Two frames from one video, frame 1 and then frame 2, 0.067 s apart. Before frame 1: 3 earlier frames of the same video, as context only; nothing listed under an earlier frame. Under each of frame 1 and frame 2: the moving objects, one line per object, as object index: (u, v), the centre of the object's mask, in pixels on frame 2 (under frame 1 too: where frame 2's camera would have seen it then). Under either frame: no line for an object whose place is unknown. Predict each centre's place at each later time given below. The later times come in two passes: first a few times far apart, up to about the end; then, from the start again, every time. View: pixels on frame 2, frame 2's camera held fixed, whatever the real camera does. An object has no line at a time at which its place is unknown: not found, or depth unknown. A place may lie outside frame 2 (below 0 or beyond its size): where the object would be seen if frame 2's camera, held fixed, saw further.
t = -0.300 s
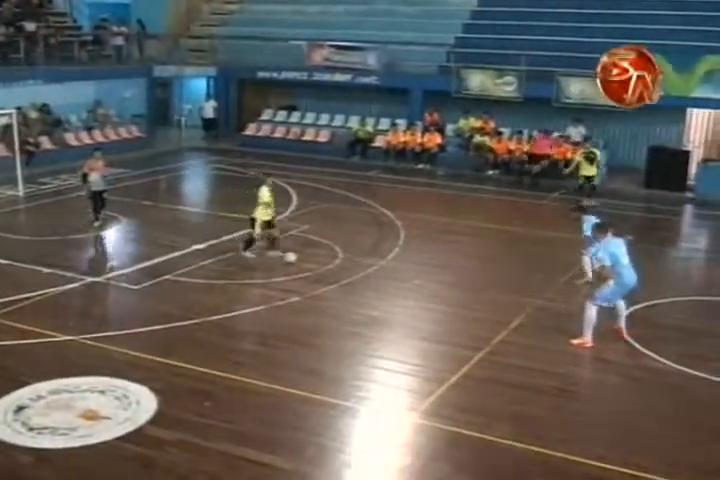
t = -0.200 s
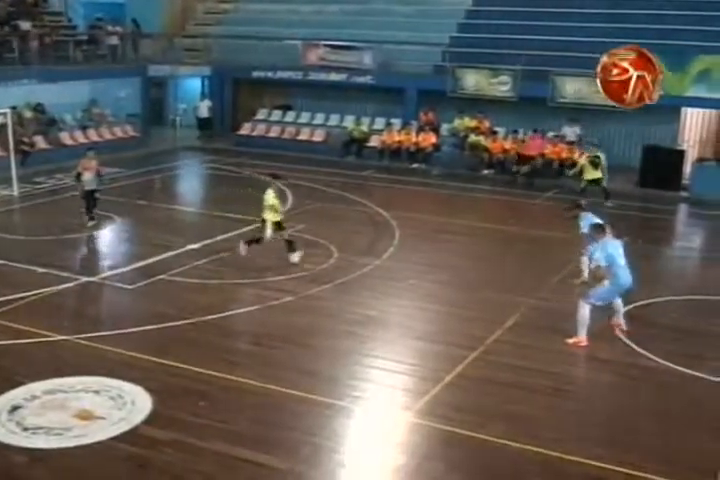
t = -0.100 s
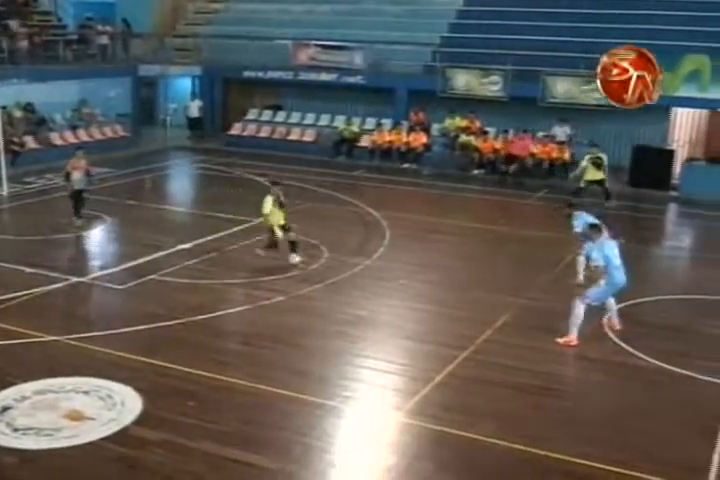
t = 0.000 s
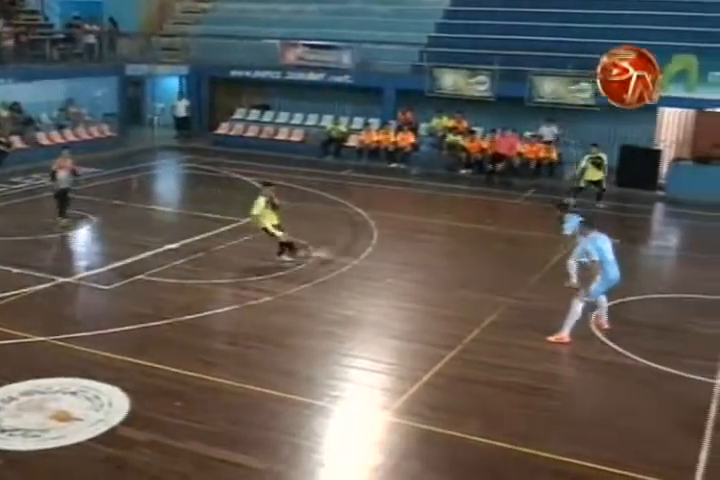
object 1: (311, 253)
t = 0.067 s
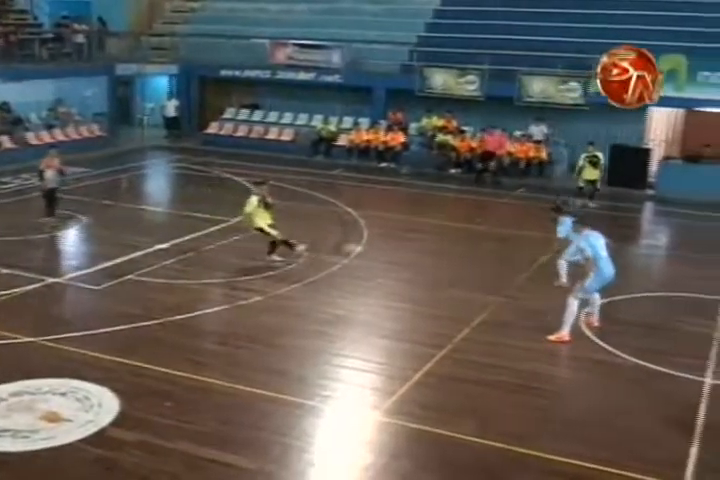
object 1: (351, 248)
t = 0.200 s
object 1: (426, 242)
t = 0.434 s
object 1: (529, 229)
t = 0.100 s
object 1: (374, 248)
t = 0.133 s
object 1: (392, 246)
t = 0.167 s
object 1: (410, 244)
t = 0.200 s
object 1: (426, 242)
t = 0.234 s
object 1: (444, 240)
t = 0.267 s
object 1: (460, 237)
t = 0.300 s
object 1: (475, 235)
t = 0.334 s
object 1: (489, 234)
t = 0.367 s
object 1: (503, 233)
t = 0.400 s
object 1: (516, 231)
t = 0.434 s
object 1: (529, 229)
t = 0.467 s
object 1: (541, 228)
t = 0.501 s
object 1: (553, 226)
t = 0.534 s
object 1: (564, 225)
